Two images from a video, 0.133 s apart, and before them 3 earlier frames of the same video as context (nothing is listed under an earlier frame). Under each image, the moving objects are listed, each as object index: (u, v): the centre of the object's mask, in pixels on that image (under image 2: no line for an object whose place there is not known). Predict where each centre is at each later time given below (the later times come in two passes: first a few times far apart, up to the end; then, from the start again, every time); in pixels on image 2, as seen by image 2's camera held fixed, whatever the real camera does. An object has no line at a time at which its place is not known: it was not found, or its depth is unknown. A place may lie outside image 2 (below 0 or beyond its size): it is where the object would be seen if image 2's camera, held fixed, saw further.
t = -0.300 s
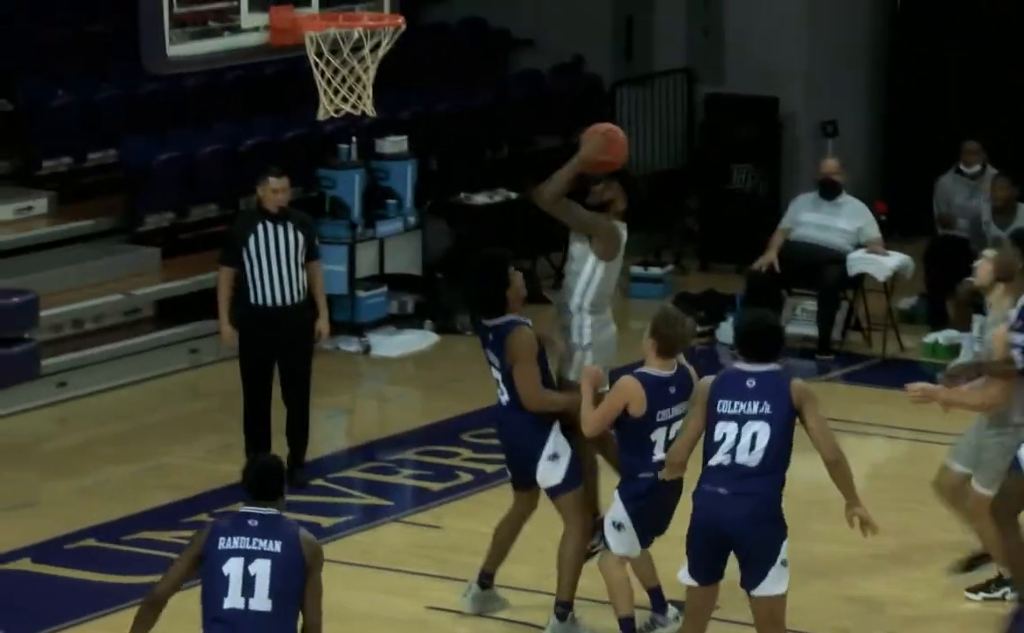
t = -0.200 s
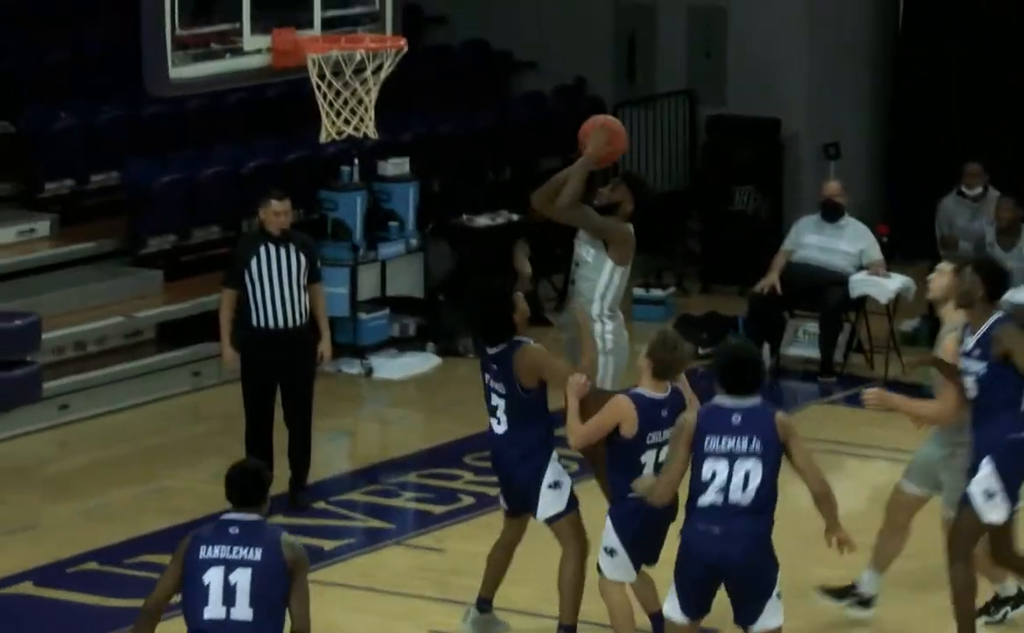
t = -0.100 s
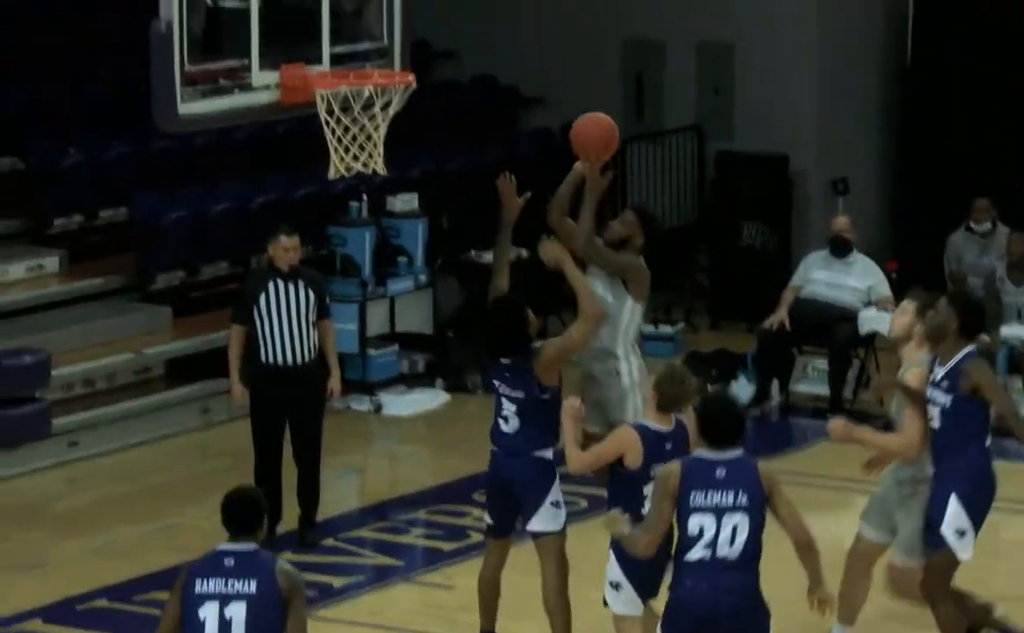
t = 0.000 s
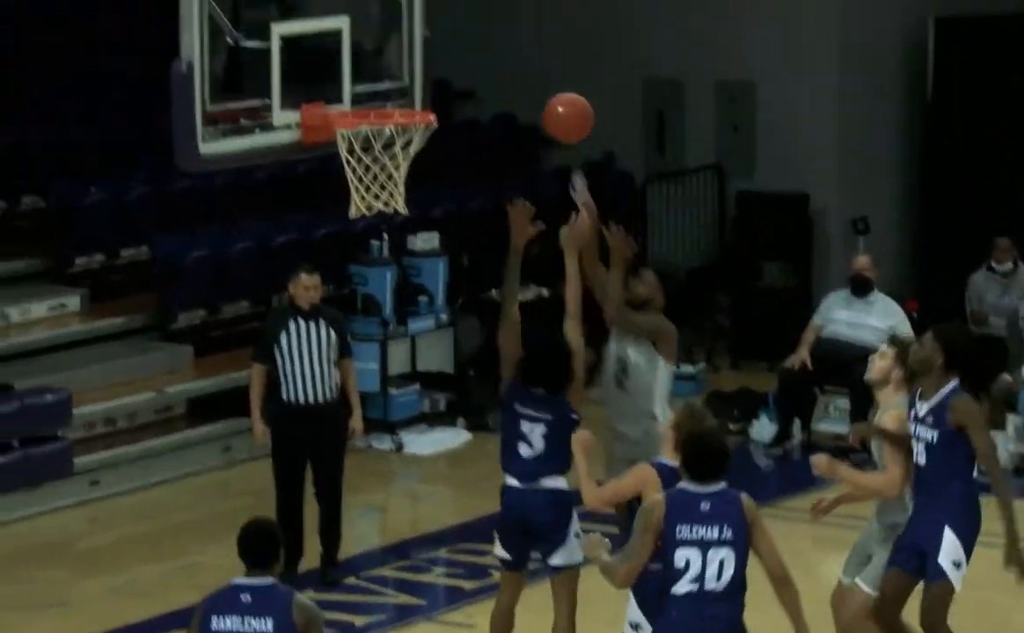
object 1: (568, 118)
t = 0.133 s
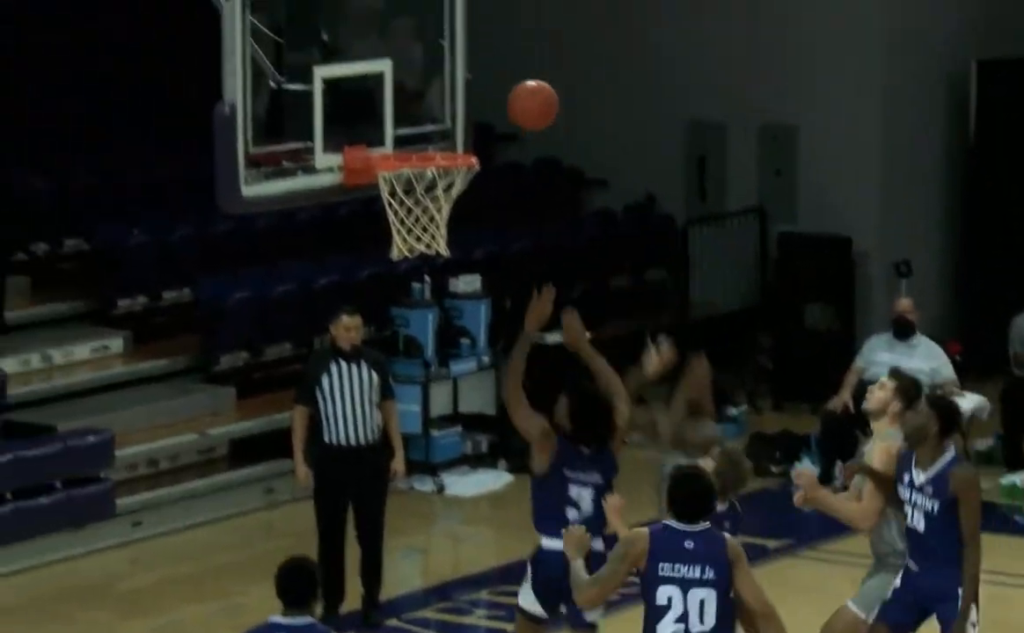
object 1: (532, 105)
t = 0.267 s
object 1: (459, 85)
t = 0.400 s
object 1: (422, 103)
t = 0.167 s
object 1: (514, 97)
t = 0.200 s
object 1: (496, 90)
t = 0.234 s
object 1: (479, 86)
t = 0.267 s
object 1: (459, 85)
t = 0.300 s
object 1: (437, 86)
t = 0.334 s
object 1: (421, 91)
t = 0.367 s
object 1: (421, 95)
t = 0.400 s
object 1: (422, 103)
